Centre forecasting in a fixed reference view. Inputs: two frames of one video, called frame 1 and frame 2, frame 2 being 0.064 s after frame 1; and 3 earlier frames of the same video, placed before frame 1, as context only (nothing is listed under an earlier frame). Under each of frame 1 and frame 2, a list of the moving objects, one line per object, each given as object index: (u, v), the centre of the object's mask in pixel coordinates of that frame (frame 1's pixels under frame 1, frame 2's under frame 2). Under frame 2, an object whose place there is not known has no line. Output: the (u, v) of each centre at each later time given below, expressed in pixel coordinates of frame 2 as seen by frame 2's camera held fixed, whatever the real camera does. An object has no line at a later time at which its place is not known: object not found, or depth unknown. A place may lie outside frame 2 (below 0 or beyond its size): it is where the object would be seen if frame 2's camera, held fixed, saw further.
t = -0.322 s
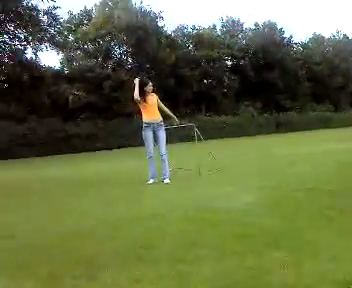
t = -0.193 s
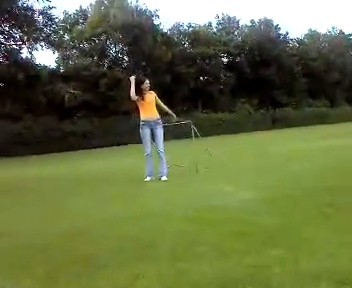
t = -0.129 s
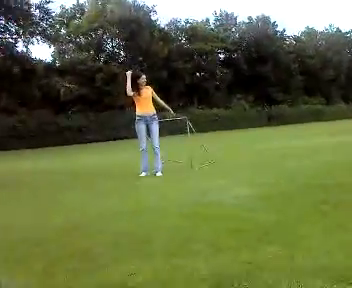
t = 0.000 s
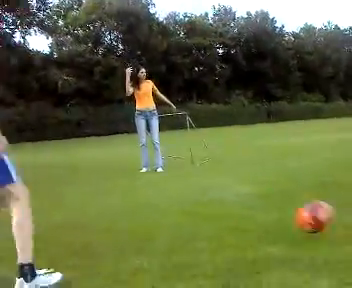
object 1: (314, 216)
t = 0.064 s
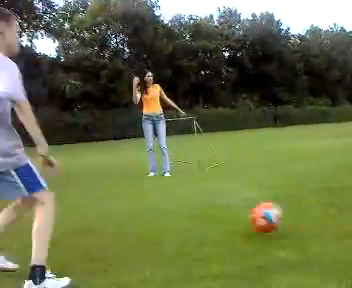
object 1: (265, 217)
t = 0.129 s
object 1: (221, 219)
